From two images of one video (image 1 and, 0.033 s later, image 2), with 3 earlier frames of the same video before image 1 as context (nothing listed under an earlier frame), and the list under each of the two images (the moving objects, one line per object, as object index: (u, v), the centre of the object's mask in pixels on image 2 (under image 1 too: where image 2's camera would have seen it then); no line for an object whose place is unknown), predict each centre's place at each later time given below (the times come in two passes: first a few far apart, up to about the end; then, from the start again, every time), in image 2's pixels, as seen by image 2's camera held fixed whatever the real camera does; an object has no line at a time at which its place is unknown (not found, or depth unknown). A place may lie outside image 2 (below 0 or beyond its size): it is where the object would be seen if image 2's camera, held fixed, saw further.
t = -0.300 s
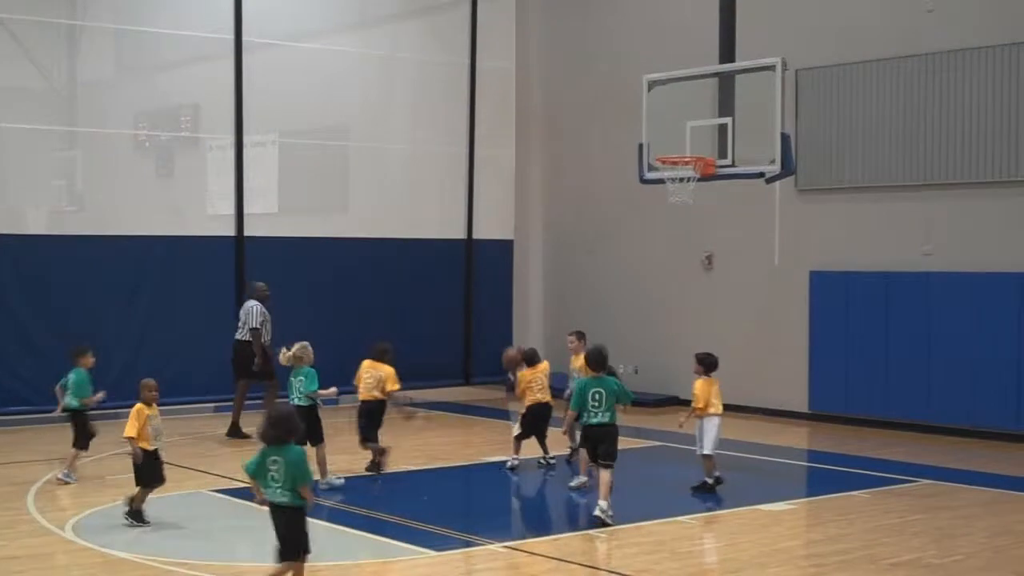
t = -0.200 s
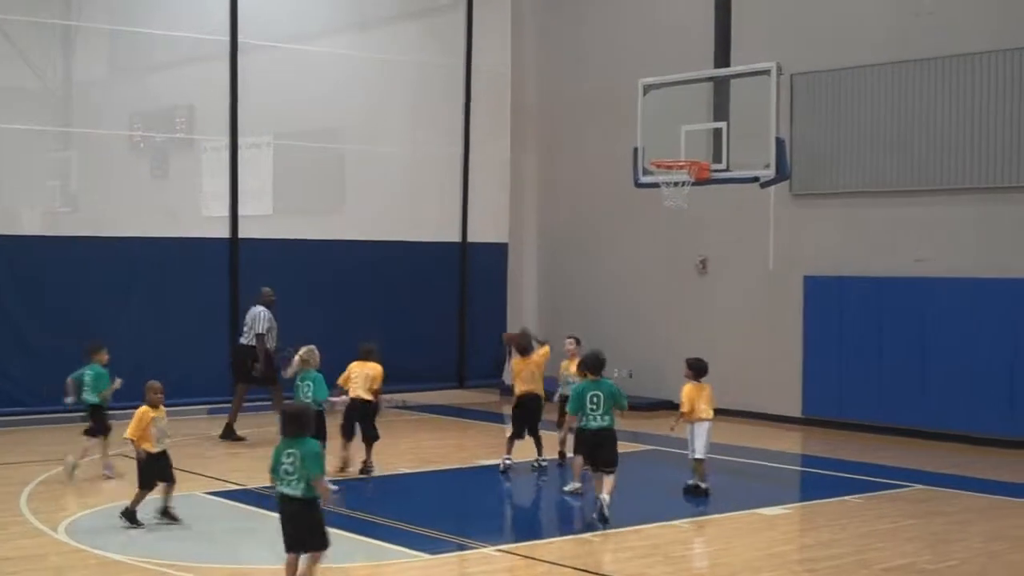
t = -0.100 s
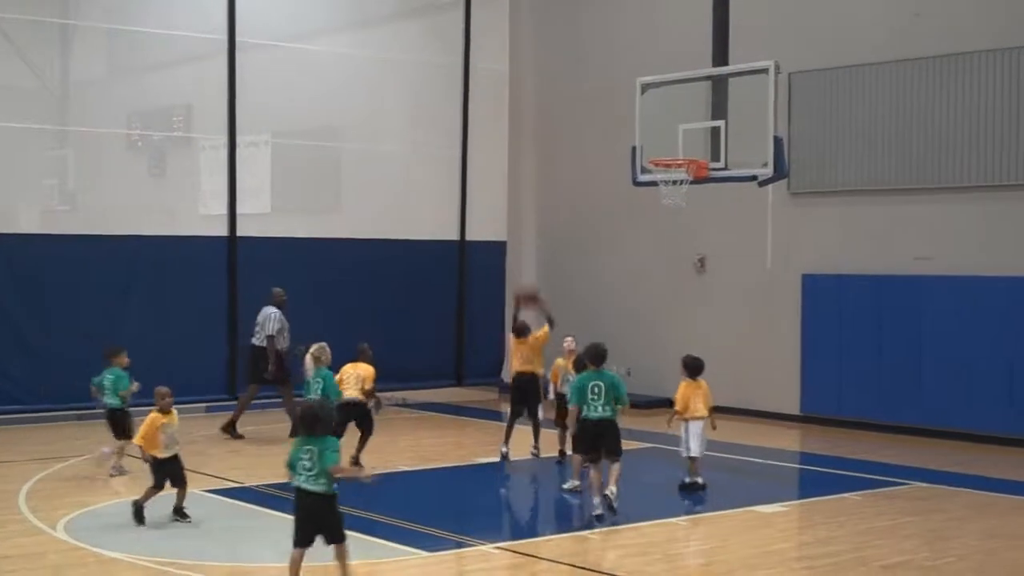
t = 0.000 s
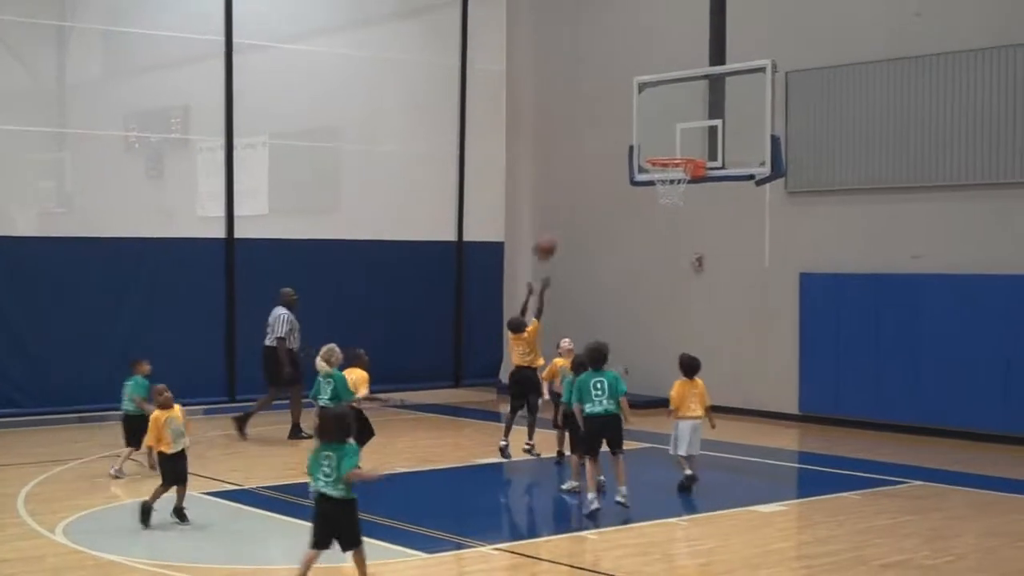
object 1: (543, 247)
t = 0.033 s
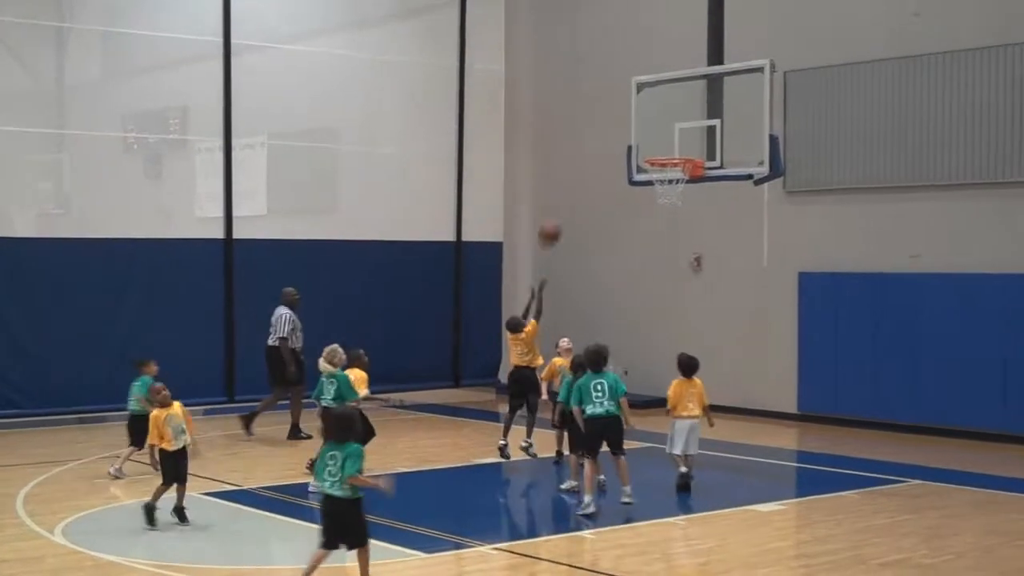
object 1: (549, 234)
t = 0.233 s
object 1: (588, 169)
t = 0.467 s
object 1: (635, 142)
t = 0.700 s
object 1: (676, 166)
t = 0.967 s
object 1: (681, 182)
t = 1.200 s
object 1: (662, 196)
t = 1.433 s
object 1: (661, 220)
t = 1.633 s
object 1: (662, 279)
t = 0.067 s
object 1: (555, 220)
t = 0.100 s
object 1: (563, 208)
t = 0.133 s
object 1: (569, 197)
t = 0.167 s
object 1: (575, 187)
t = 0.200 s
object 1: (582, 177)
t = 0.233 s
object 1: (588, 169)
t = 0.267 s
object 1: (595, 163)
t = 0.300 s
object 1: (602, 156)
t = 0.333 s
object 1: (608, 151)
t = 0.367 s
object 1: (614, 148)
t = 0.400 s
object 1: (622, 146)
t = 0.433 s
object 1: (628, 142)
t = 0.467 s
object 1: (635, 142)
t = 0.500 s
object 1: (642, 142)
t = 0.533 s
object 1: (648, 144)
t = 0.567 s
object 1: (655, 147)
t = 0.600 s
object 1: (661, 149)
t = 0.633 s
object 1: (667, 152)
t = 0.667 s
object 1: (671, 153)
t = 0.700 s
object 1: (676, 166)
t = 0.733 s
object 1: (679, 171)
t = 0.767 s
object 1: (682, 175)
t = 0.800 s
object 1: (686, 180)
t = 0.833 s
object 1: (686, 182)
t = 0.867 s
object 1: (686, 180)
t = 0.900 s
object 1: (685, 181)
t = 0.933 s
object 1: (684, 180)
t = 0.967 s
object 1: (681, 182)
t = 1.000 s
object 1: (680, 184)
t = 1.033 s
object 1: (676, 185)
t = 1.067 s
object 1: (673, 188)
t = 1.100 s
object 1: (669, 189)
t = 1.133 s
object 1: (667, 192)
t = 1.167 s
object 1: (665, 195)
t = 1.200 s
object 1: (662, 196)
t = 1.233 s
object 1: (660, 204)
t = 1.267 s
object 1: (659, 204)
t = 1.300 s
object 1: (660, 205)
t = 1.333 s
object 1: (660, 205)
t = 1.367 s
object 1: (660, 209)
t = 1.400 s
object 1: (661, 212)
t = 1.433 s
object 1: (661, 220)
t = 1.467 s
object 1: (661, 227)
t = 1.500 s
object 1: (661, 236)
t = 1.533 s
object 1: (661, 245)
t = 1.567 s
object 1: (662, 255)
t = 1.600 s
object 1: (662, 267)
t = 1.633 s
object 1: (662, 279)
